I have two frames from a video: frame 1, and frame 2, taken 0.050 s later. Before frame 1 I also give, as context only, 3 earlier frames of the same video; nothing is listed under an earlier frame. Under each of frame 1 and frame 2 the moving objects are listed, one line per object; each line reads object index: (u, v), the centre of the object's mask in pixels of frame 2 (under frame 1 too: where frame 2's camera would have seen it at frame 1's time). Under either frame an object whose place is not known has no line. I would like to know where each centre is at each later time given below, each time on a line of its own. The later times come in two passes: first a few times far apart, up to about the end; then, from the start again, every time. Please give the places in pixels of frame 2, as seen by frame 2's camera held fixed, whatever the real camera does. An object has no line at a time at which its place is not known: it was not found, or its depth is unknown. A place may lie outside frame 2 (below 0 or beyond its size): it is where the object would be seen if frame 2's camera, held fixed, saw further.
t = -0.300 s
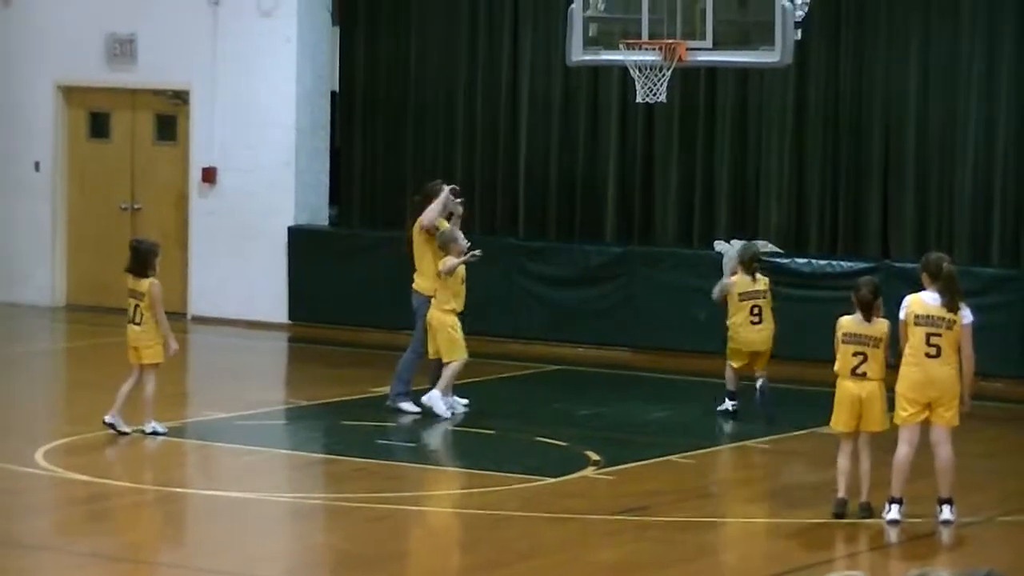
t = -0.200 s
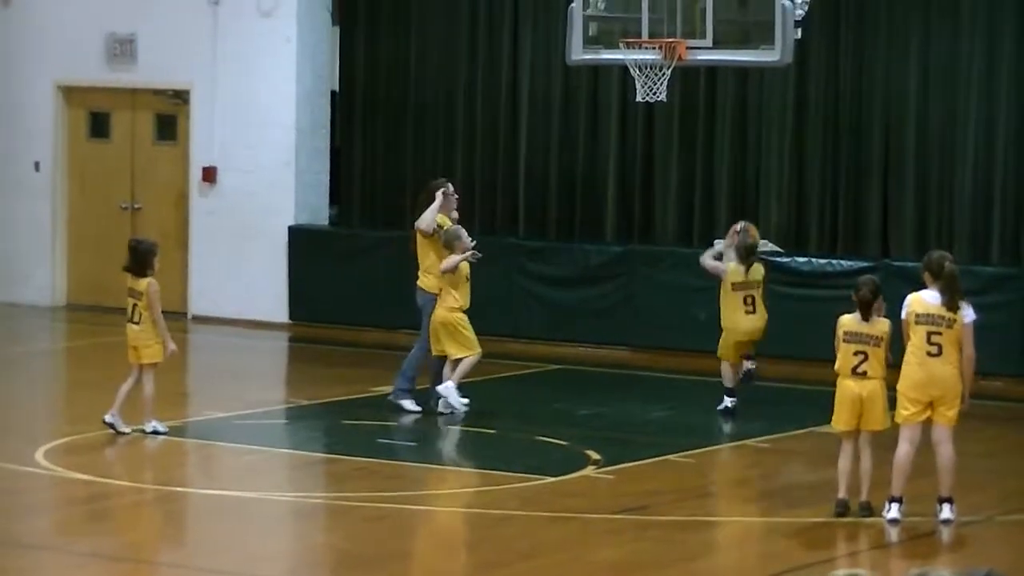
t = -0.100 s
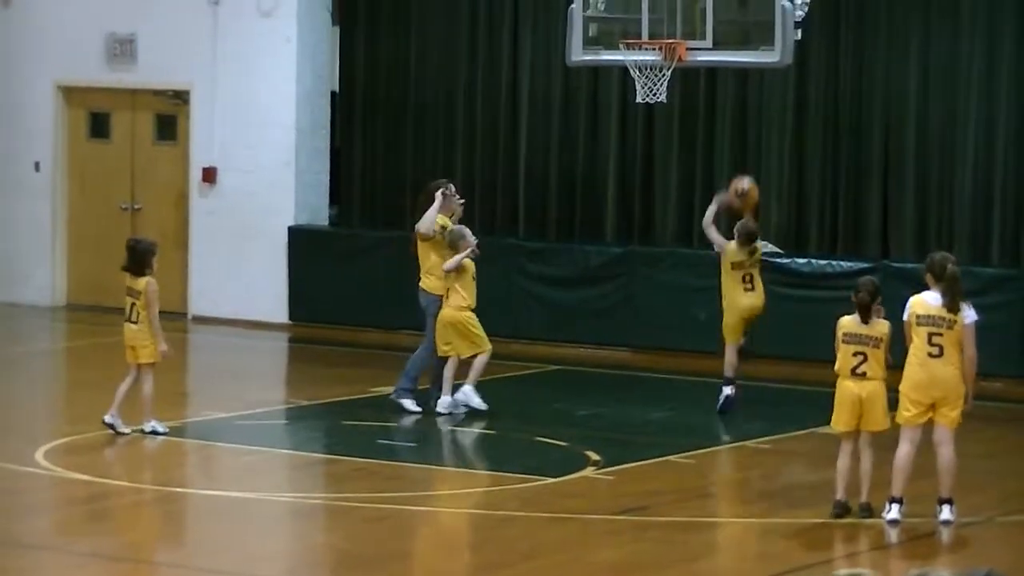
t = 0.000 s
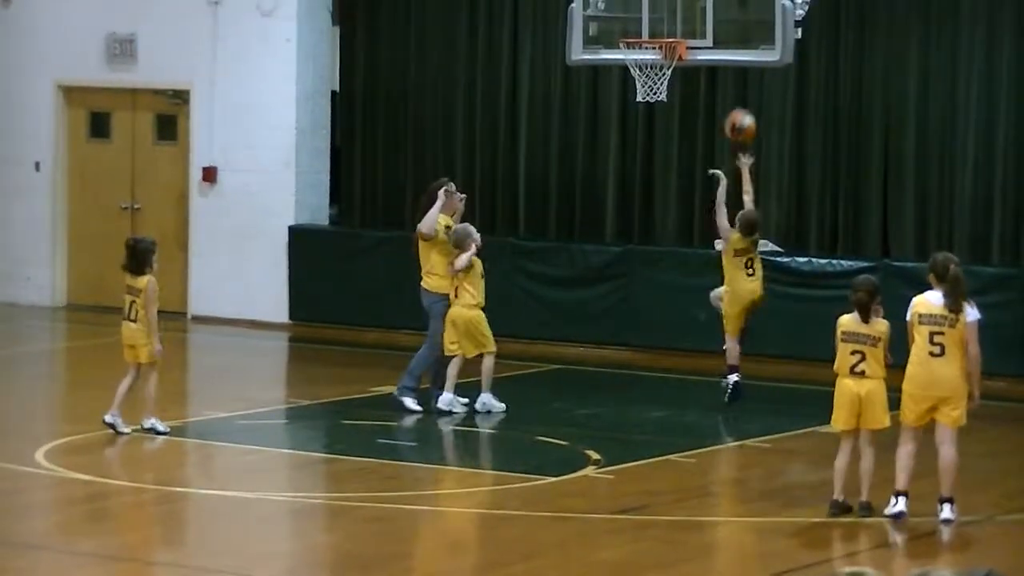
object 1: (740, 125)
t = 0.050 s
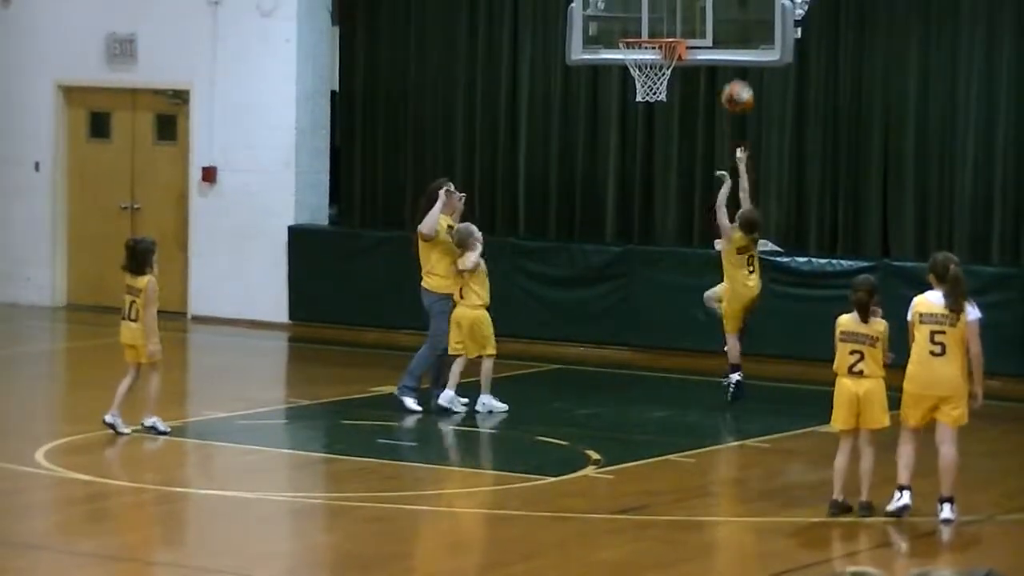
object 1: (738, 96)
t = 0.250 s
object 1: (727, 16)
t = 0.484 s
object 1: (690, 15)
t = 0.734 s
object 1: (690, 15)
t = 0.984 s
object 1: (700, 72)
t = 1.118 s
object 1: (704, 136)
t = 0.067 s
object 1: (737, 87)
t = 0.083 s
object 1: (735, 79)
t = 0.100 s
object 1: (734, 73)
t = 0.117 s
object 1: (734, 64)
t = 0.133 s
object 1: (732, 56)
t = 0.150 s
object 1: (732, 50)
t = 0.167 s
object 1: (731, 42)
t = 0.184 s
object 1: (730, 36)
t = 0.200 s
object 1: (730, 29)
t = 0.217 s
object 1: (729, 24)
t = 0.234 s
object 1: (728, 18)
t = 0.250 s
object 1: (727, 16)
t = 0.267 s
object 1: (724, 13)
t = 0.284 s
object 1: (722, 12)
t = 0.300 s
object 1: (719, 10)
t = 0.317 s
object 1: (716, 9)
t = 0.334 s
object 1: (714, 9)
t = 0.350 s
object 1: (711, 9)
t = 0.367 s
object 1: (709, 8)
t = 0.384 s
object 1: (706, 7)
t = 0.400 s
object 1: (703, 7)
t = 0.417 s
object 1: (701, 8)
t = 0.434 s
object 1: (697, 10)
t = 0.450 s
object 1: (694, 11)
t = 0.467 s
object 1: (691, 14)
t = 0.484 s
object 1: (690, 15)
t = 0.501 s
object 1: (687, 18)
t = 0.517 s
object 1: (684, 20)
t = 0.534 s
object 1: (683, 24)
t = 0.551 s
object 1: (683, 23)
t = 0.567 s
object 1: (683, 21)
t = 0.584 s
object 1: (684, 19)
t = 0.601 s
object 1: (684, 17)
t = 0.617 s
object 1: (685, 16)
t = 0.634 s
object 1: (686, 15)
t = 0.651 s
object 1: (686, 15)
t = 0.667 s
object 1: (687, 14)
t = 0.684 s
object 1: (687, 13)
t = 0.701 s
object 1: (688, 13)
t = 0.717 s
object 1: (688, 13)
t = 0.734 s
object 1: (690, 15)
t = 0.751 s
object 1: (690, 16)
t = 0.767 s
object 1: (690, 19)
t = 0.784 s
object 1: (692, 21)
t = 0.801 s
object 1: (692, 22)
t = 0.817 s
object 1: (693, 24)
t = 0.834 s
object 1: (695, 27)
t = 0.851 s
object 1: (696, 31)
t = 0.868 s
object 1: (696, 34)
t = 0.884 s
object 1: (697, 38)
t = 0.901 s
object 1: (698, 42)
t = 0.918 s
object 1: (699, 47)
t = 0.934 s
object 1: (699, 50)
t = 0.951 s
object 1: (700, 59)
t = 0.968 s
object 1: (700, 65)
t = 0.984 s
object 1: (700, 72)
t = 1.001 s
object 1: (701, 78)
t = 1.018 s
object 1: (701, 85)
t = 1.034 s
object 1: (702, 93)
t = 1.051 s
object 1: (703, 100)
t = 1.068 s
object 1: (703, 109)
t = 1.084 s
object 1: (703, 117)
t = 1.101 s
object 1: (704, 126)
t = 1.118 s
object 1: (704, 136)
